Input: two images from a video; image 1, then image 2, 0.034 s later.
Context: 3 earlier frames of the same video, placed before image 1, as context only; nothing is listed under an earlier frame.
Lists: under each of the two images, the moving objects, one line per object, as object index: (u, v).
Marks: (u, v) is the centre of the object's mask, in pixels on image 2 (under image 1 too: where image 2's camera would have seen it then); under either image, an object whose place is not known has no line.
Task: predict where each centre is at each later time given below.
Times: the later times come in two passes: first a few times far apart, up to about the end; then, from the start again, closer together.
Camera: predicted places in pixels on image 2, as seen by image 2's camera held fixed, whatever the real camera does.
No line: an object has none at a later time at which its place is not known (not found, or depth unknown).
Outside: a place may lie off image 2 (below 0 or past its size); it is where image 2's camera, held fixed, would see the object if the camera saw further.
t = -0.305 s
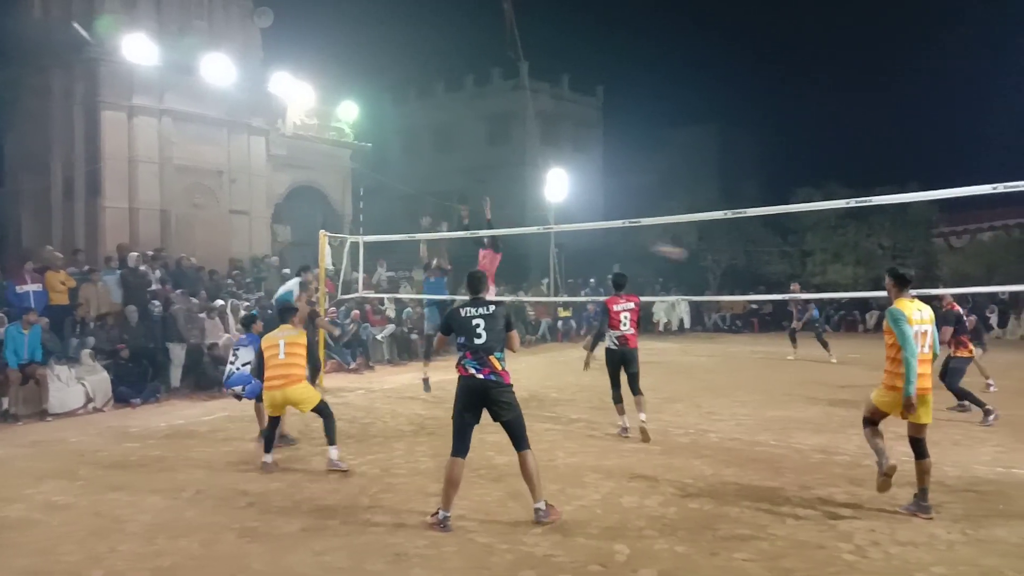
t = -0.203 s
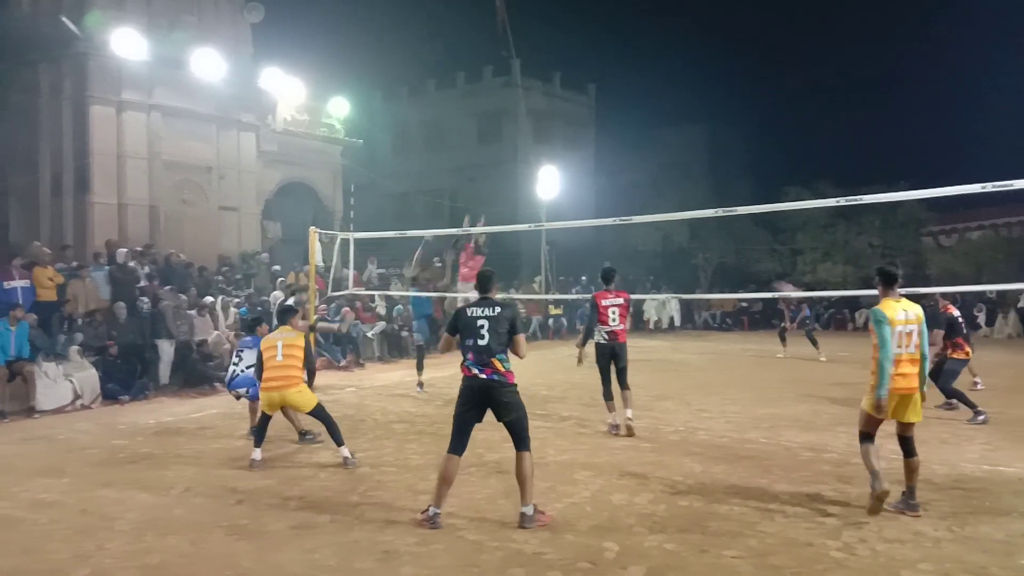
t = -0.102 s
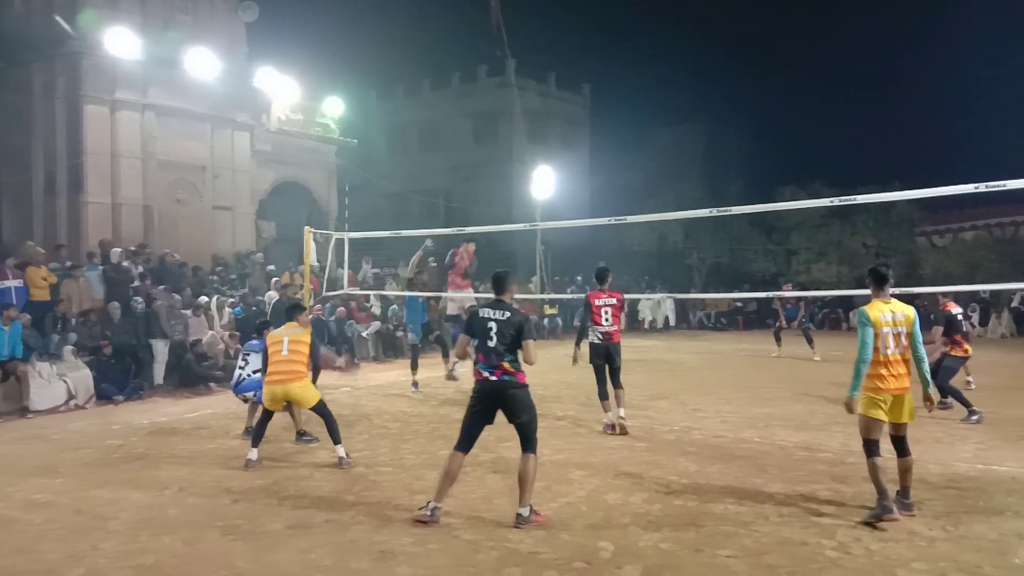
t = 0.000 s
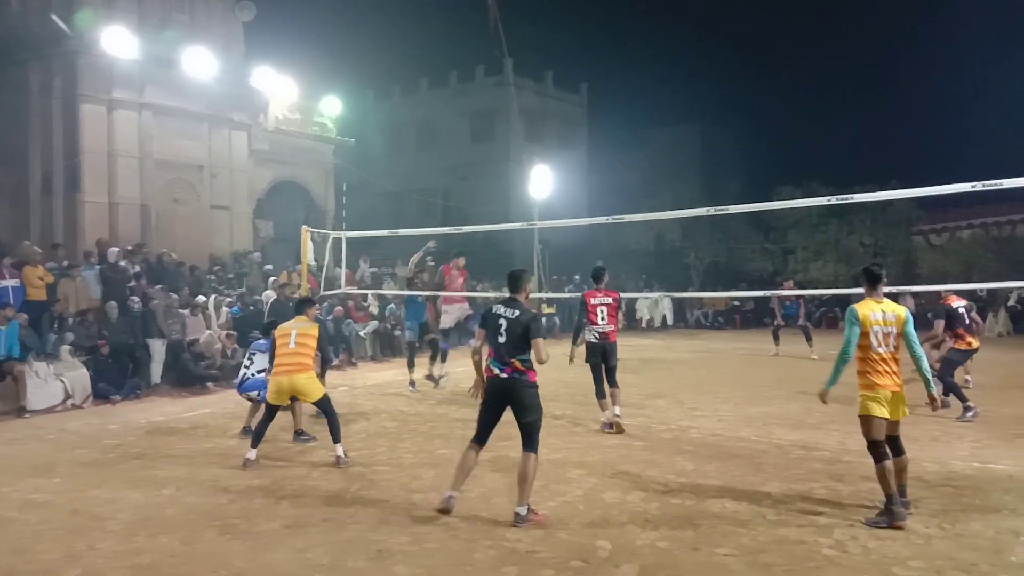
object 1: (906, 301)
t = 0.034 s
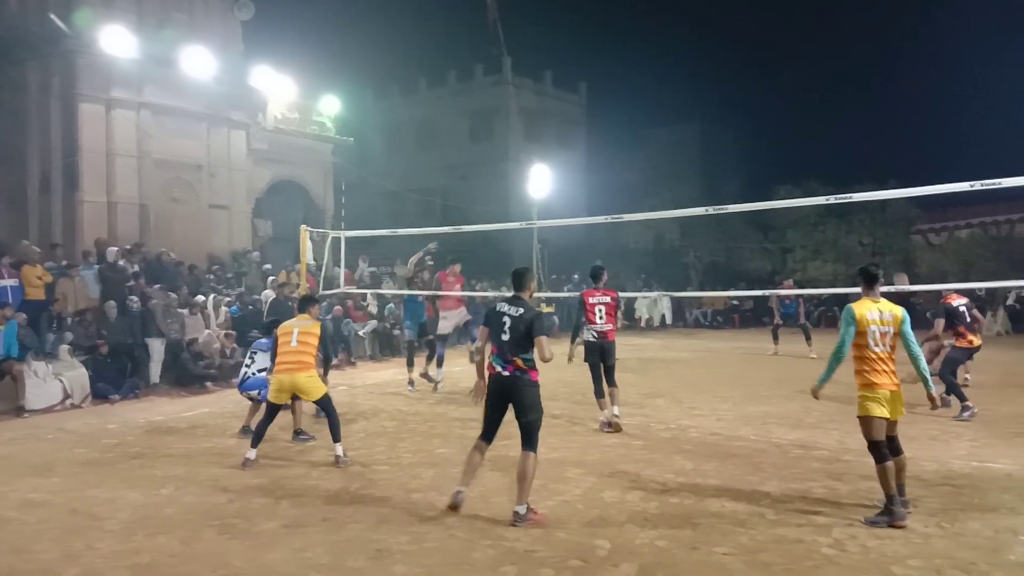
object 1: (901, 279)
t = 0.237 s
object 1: (877, 176)
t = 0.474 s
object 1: (856, 90)
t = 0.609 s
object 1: (845, 58)
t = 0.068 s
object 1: (897, 263)
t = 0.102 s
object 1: (892, 244)
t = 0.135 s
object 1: (889, 225)
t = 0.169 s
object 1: (885, 209)
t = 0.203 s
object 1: (881, 187)
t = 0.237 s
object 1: (877, 176)
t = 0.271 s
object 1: (874, 162)
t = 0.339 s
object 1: (868, 134)
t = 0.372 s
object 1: (865, 122)
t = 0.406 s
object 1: (861, 111)
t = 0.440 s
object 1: (859, 100)
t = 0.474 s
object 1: (856, 90)
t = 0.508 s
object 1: (853, 81)
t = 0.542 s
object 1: (850, 73)
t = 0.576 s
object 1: (848, 64)
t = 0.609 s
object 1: (845, 58)
